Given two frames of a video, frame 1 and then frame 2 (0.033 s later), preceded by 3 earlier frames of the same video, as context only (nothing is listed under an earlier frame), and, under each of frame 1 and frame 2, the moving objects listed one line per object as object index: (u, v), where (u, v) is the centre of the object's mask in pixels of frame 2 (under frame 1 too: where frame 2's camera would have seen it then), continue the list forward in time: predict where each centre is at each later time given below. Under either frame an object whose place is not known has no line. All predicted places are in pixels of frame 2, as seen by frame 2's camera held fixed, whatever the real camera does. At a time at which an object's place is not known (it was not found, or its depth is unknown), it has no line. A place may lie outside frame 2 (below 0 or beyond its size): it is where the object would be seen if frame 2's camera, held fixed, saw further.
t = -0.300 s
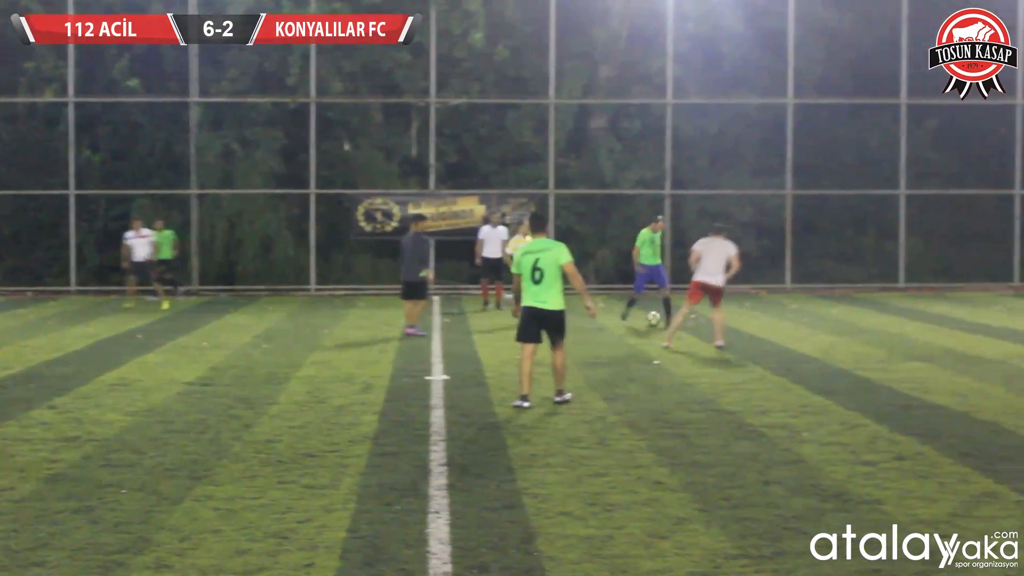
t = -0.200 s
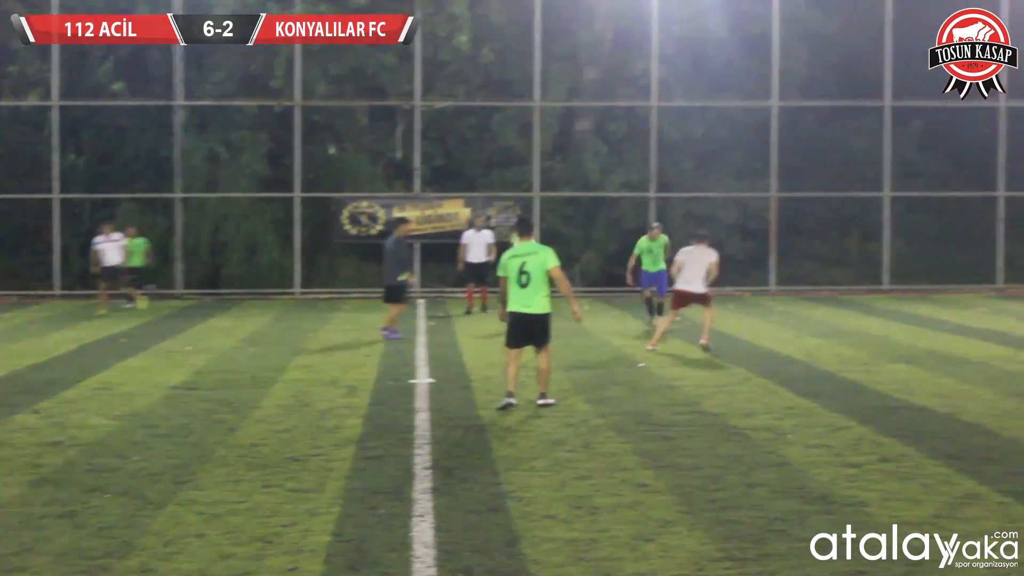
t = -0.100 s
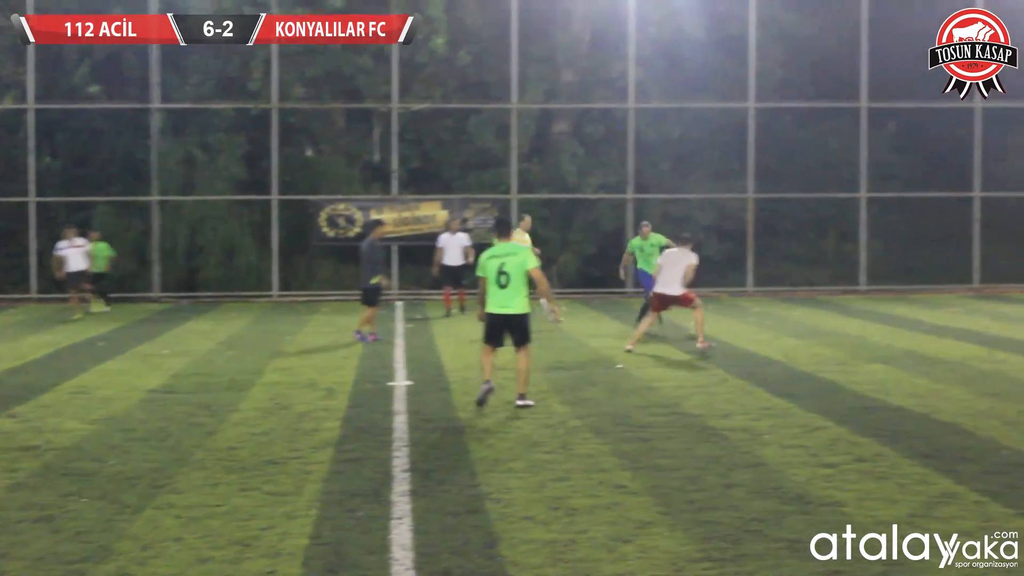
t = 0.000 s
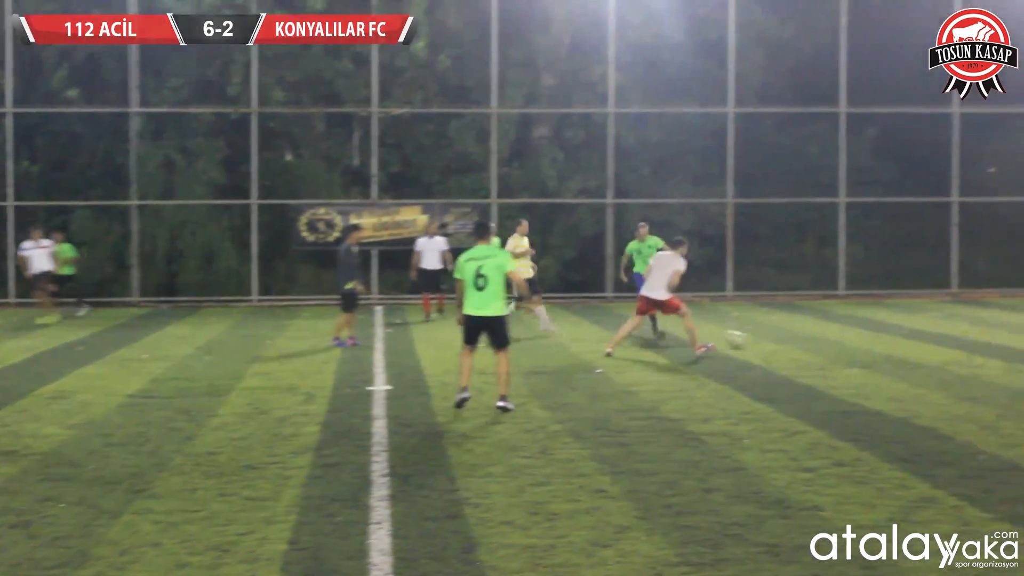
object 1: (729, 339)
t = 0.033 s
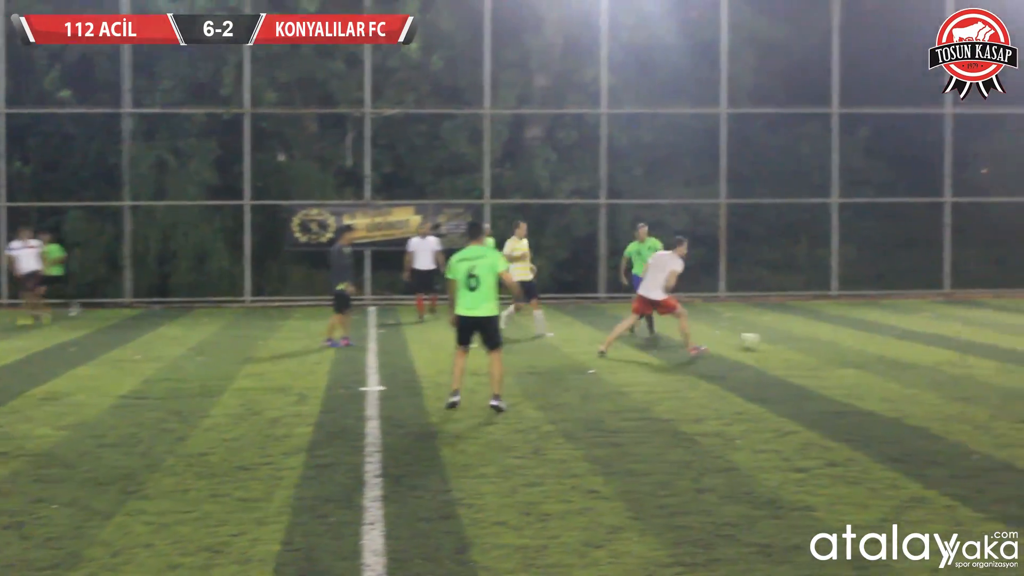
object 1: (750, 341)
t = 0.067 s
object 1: (769, 342)
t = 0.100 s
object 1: (788, 342)
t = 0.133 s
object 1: (807, 344)
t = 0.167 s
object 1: (827, 348)
